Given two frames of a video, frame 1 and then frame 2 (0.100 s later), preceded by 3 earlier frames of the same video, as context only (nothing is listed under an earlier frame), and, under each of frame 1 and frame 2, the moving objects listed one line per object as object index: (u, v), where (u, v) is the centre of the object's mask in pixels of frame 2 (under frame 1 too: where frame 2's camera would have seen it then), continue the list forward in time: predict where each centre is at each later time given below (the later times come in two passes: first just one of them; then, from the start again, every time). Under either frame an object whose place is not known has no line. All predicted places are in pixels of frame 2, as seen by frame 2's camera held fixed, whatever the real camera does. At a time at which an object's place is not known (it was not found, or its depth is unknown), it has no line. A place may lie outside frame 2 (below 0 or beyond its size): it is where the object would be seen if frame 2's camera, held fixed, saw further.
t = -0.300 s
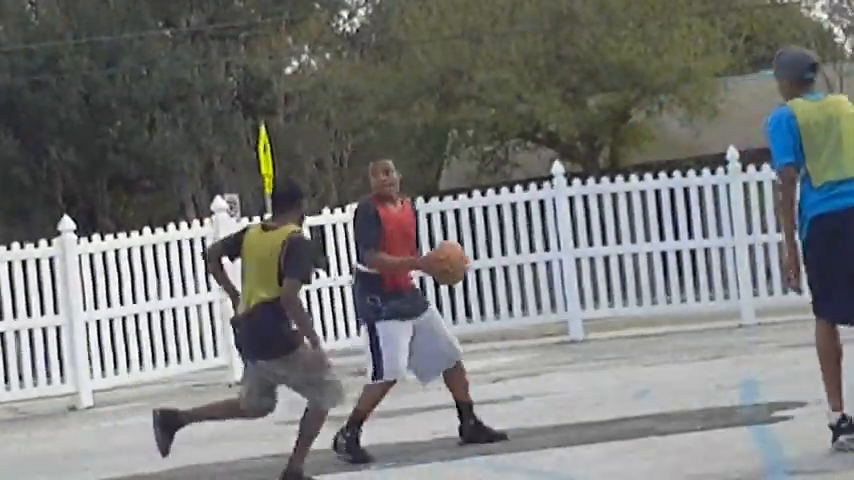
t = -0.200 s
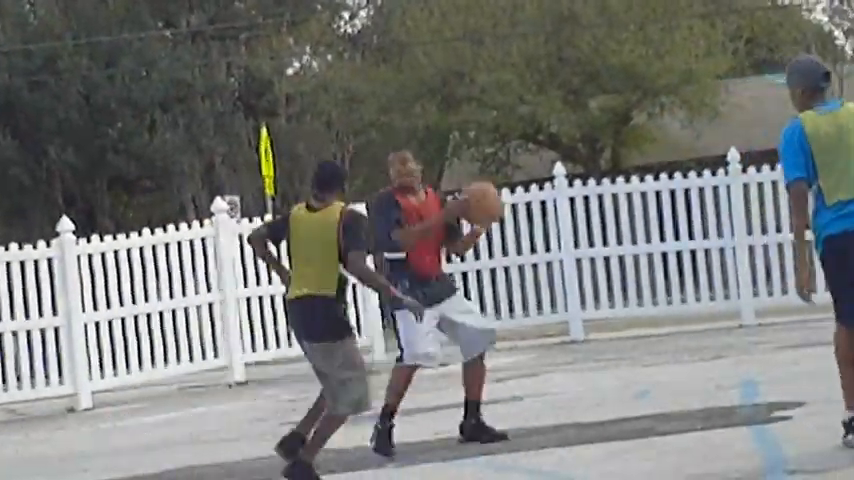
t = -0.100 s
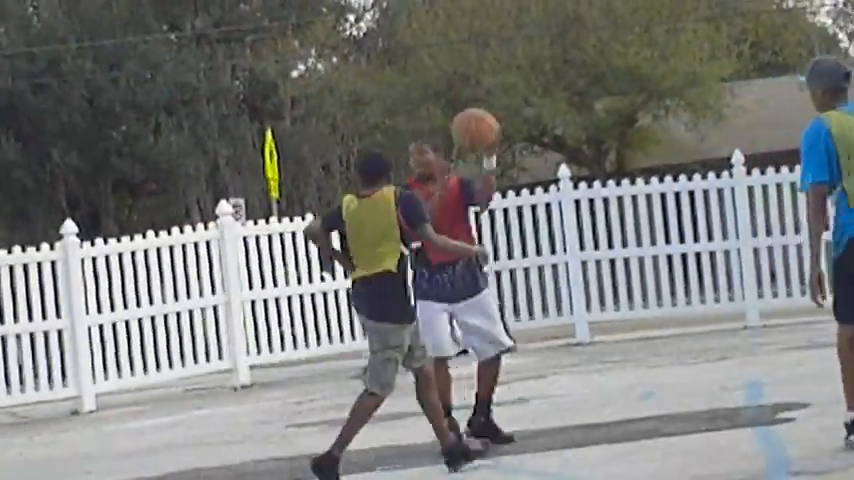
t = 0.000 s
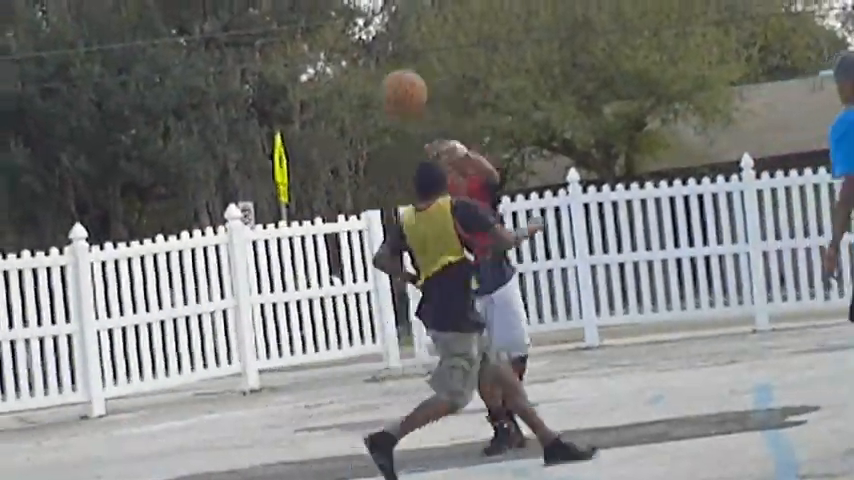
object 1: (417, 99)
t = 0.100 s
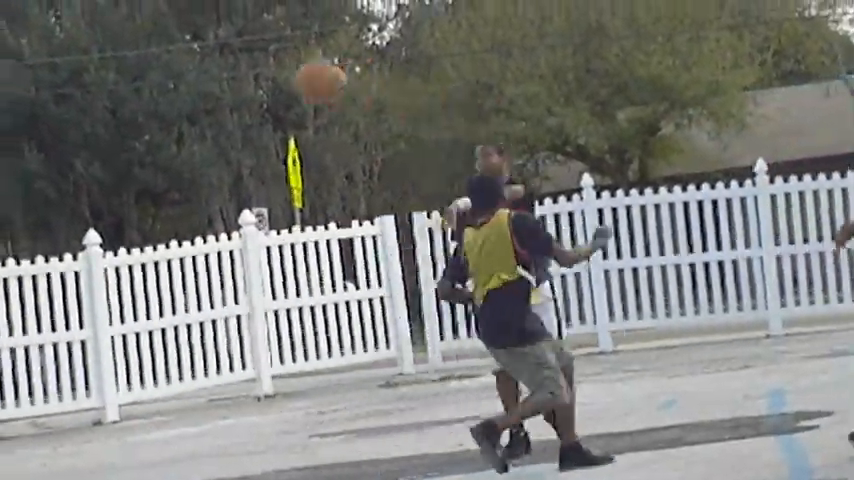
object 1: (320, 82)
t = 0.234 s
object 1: (182, 92)
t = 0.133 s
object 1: (285, 82)
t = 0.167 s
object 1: (252, 83)
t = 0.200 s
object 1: (217, 86)
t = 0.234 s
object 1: (182, 92)
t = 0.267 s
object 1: (146, 100)
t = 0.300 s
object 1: (111, 111)
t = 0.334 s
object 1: (71, 123)
